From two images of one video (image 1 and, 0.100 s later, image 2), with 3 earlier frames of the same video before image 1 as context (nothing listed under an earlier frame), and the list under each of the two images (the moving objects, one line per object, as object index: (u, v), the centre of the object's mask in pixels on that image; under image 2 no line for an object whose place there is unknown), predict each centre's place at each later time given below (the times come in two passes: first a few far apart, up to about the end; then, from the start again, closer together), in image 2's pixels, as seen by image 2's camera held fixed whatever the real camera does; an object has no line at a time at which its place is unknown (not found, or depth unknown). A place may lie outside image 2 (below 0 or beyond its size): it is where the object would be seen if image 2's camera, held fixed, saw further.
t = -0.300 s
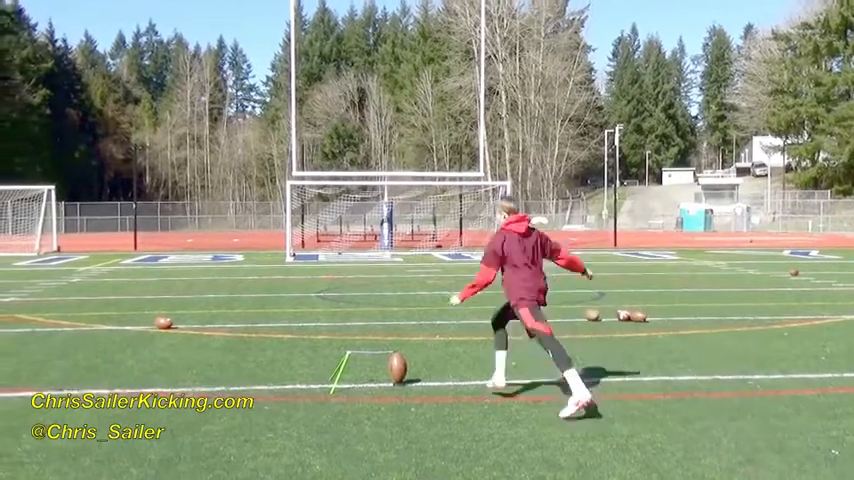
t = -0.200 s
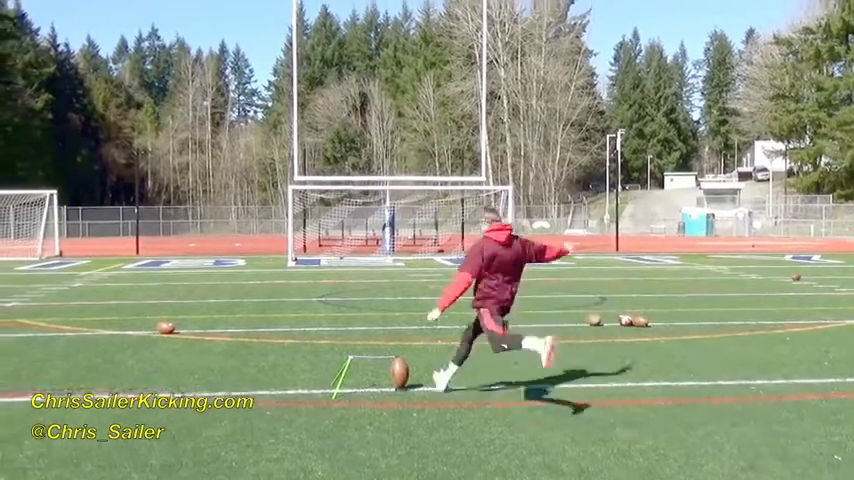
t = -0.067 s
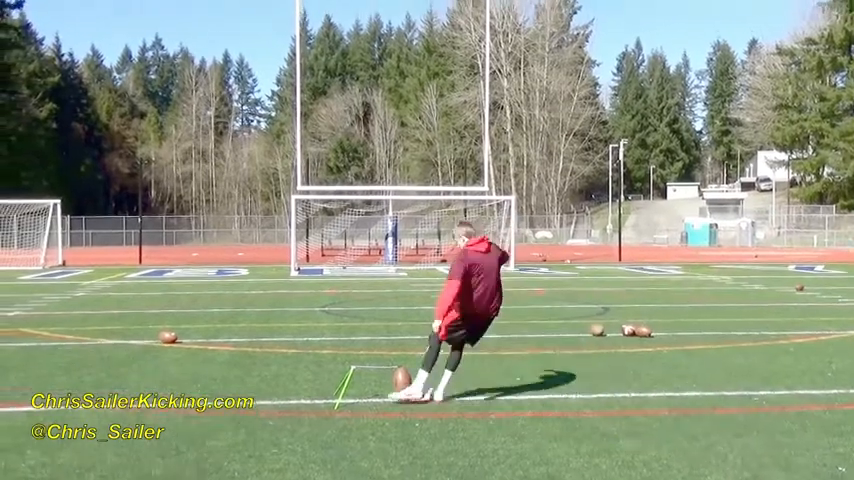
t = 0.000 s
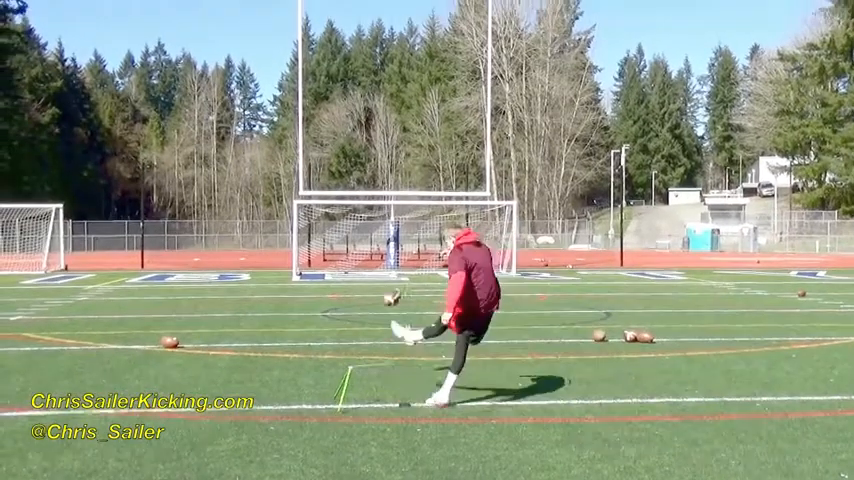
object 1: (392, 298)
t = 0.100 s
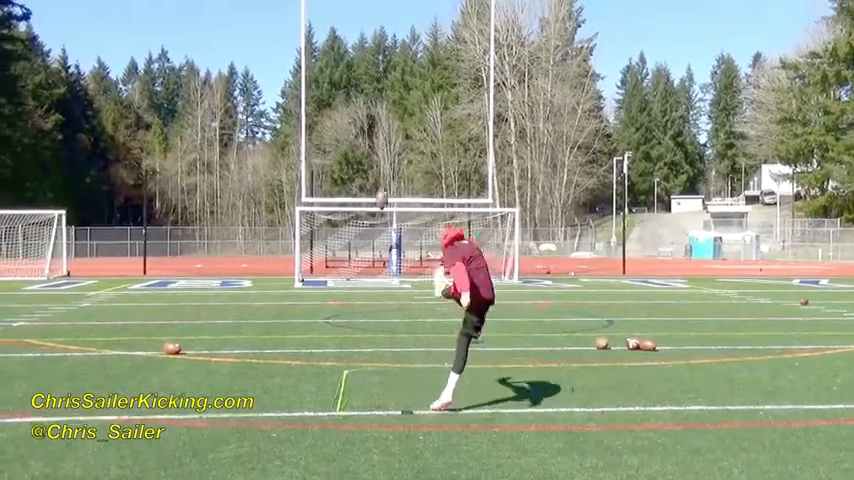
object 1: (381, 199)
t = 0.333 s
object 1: (366, 70)
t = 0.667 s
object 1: (366, 4)
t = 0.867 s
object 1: (373, -5)
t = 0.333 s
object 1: (366, 70)
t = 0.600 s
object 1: (365, 10)
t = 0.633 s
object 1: (366, 7)
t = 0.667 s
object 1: (366, 4)
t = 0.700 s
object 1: (368, 1)
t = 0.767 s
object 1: (370, -3)
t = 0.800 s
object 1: (371, -4)
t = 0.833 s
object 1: (372, -4)
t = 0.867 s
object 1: (373, -5)
